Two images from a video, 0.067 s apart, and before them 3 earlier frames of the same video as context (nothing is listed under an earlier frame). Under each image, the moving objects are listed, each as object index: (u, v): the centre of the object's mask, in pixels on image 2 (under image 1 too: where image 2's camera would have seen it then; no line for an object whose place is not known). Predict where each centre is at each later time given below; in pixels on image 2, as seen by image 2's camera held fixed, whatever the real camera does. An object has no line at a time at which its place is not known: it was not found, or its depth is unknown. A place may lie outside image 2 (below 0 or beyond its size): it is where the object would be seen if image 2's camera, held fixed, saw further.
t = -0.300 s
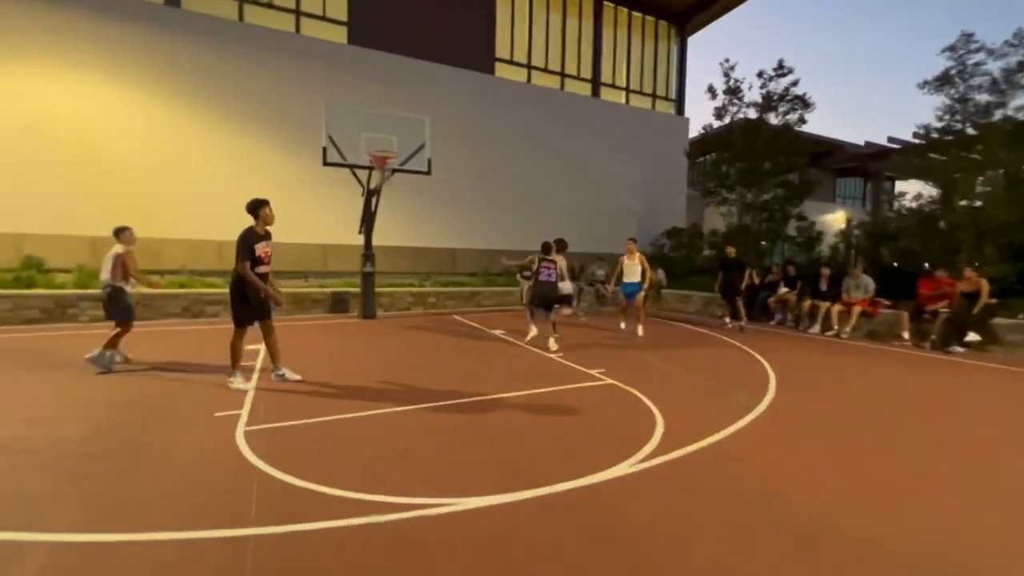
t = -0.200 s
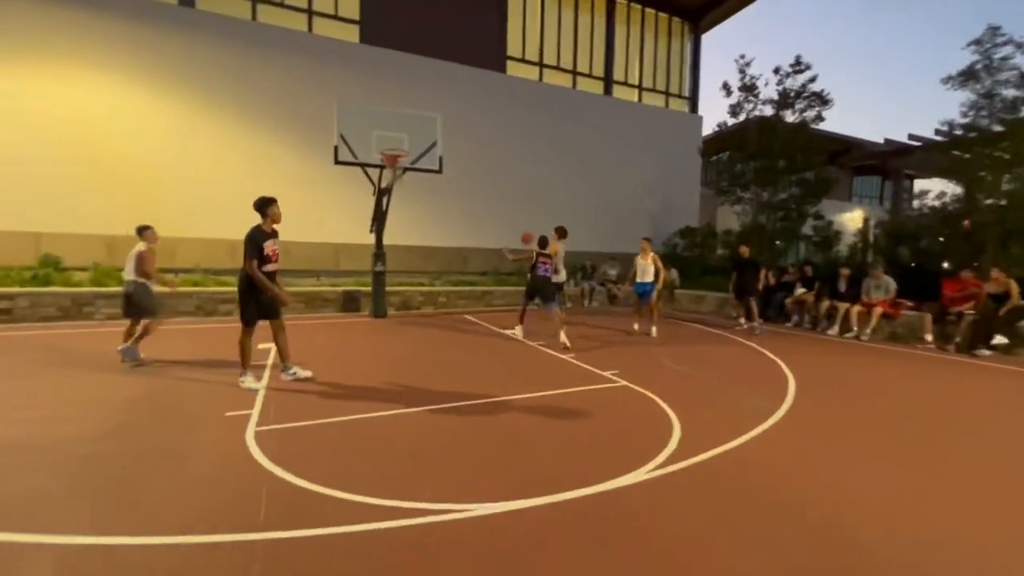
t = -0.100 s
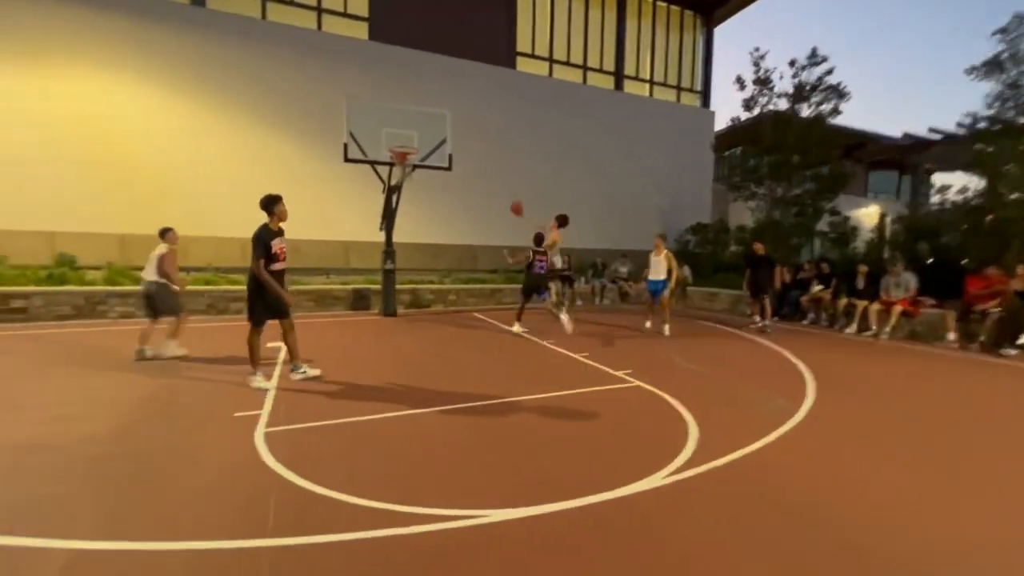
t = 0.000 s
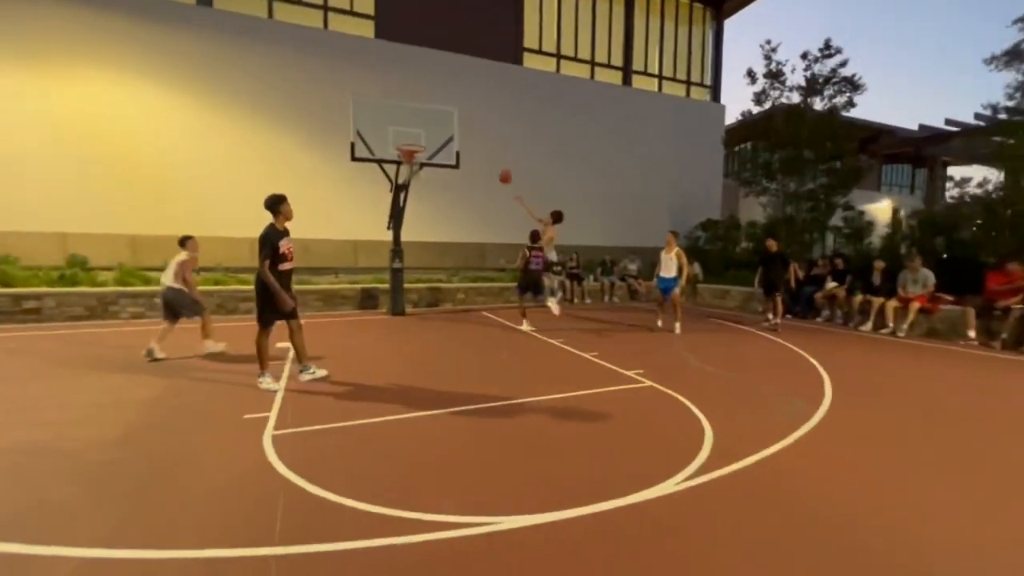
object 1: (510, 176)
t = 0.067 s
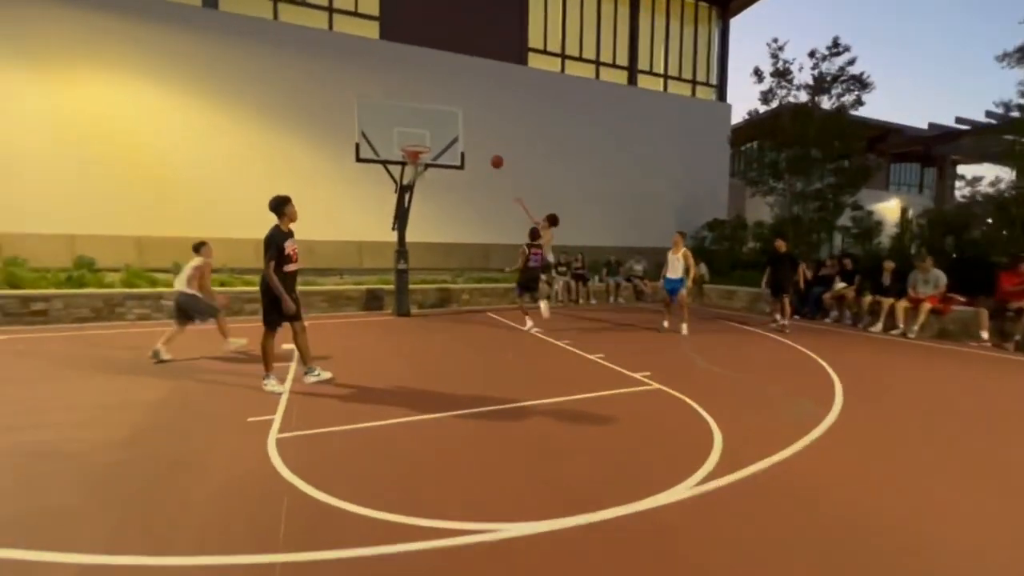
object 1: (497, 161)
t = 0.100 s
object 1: (490, 155)
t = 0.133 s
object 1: (484, 148)
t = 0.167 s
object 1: (477, 143)
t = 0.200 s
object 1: (471, 137)
